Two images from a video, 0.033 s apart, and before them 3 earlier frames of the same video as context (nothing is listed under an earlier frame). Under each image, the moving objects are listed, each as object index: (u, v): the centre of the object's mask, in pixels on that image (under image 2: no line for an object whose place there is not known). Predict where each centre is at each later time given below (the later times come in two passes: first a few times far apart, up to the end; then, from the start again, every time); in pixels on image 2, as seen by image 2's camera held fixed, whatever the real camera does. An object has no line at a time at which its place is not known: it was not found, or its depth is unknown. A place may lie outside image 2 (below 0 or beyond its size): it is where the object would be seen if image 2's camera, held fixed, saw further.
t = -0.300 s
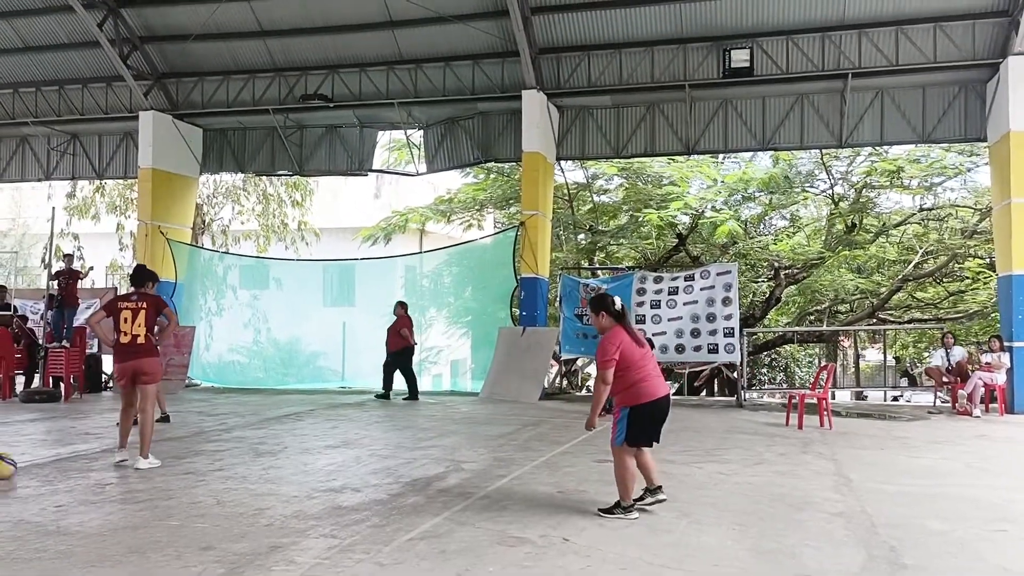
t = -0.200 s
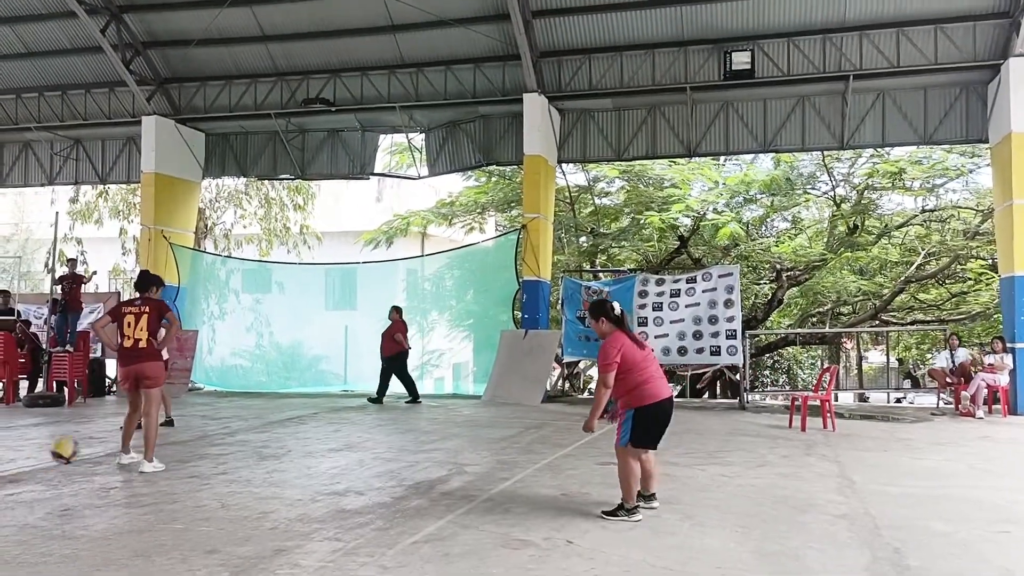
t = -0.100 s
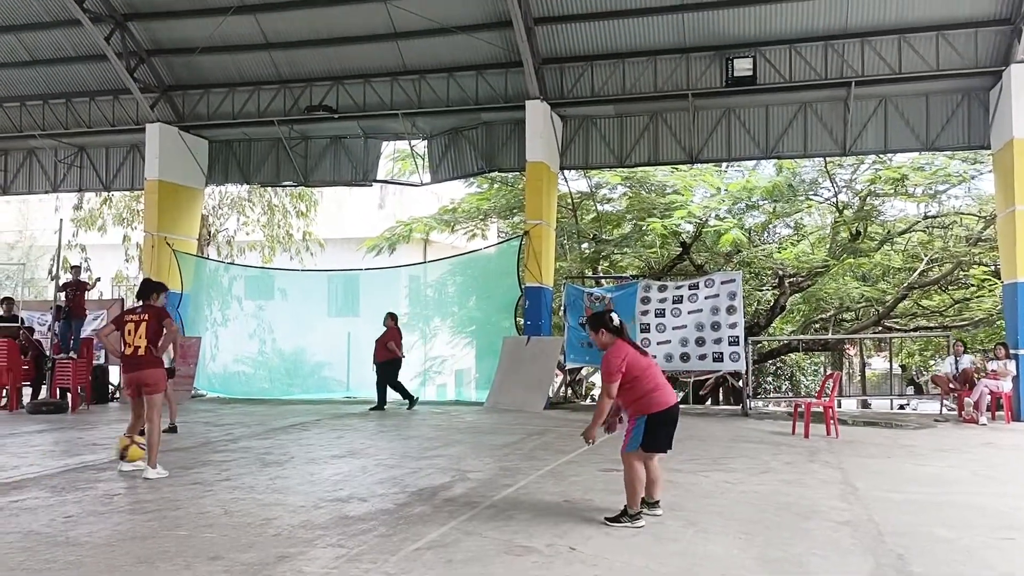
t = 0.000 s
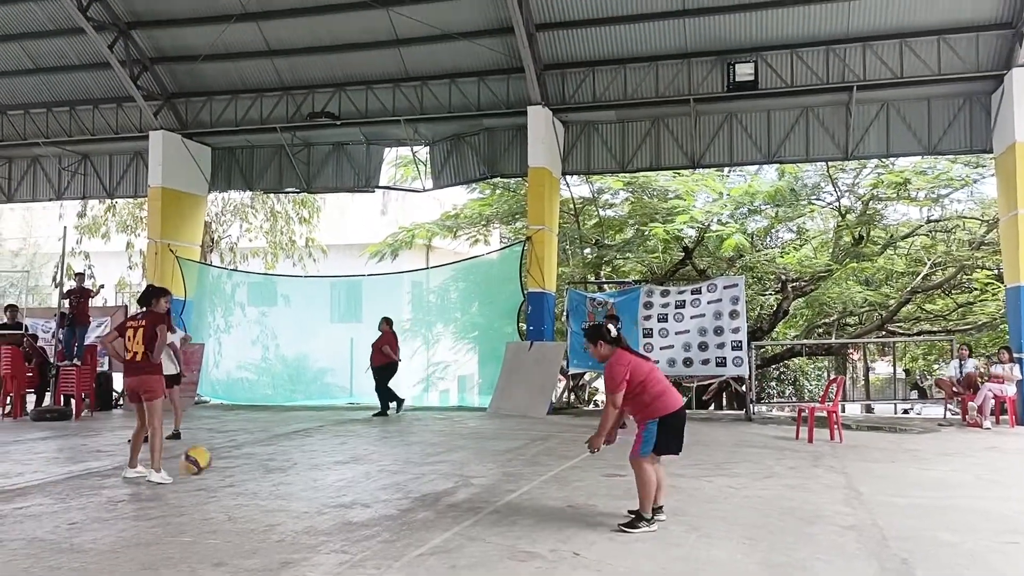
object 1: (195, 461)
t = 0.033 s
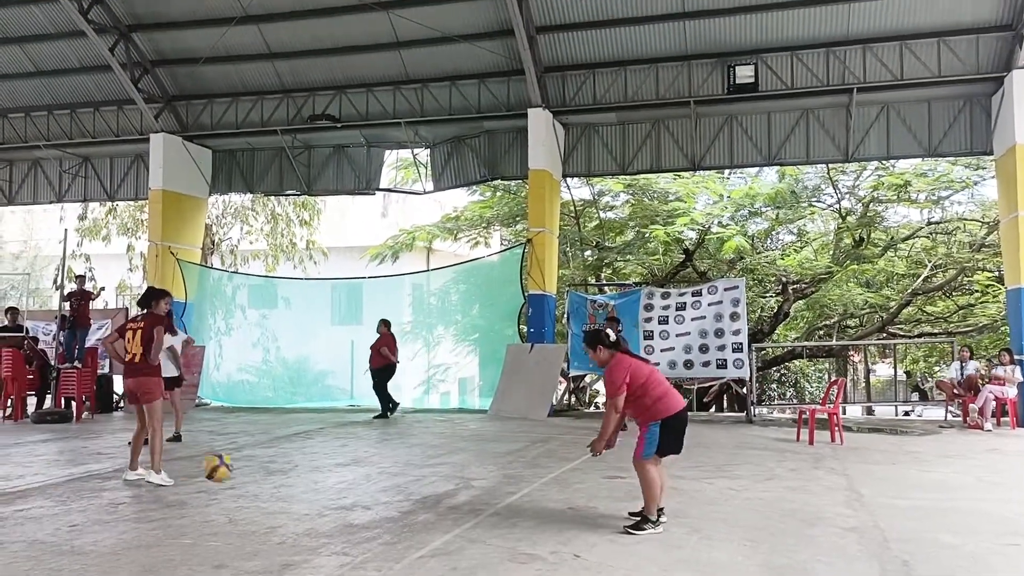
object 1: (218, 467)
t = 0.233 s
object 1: (344, 486)
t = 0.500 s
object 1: (525, 506)
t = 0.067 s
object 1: (238, 474)
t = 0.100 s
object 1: (260, 484)
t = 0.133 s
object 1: (280, 493)
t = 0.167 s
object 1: (302, 494)
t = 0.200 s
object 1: (323, 489)
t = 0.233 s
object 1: (344, 486)
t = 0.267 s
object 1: (365, 483)
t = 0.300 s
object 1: (387, 481)
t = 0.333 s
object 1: (410, 483)
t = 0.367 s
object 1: (432, 487)
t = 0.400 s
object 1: (455, 490)
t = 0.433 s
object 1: (477, 495)
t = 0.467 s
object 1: (502, 504)
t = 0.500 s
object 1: (525, 506)
